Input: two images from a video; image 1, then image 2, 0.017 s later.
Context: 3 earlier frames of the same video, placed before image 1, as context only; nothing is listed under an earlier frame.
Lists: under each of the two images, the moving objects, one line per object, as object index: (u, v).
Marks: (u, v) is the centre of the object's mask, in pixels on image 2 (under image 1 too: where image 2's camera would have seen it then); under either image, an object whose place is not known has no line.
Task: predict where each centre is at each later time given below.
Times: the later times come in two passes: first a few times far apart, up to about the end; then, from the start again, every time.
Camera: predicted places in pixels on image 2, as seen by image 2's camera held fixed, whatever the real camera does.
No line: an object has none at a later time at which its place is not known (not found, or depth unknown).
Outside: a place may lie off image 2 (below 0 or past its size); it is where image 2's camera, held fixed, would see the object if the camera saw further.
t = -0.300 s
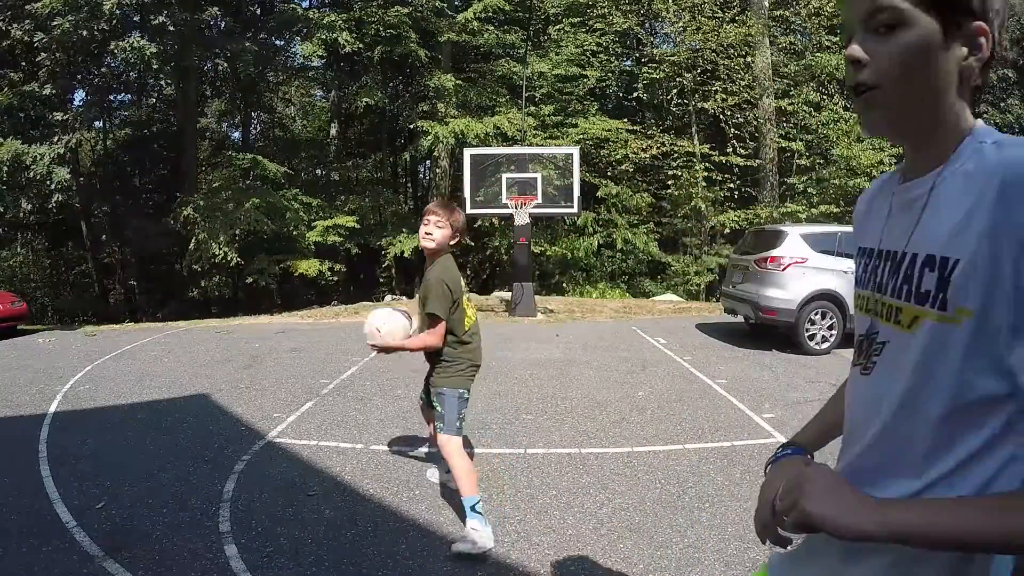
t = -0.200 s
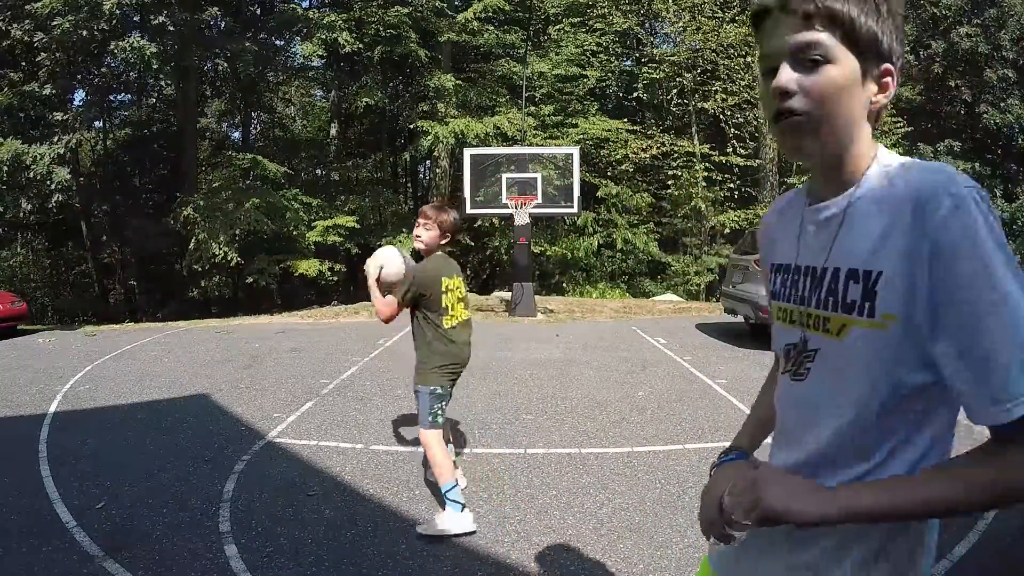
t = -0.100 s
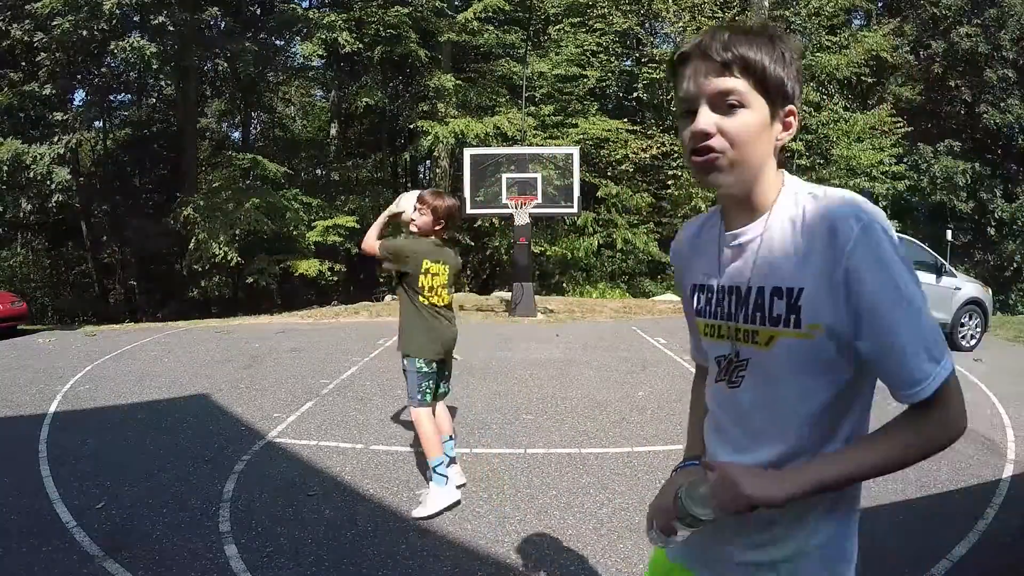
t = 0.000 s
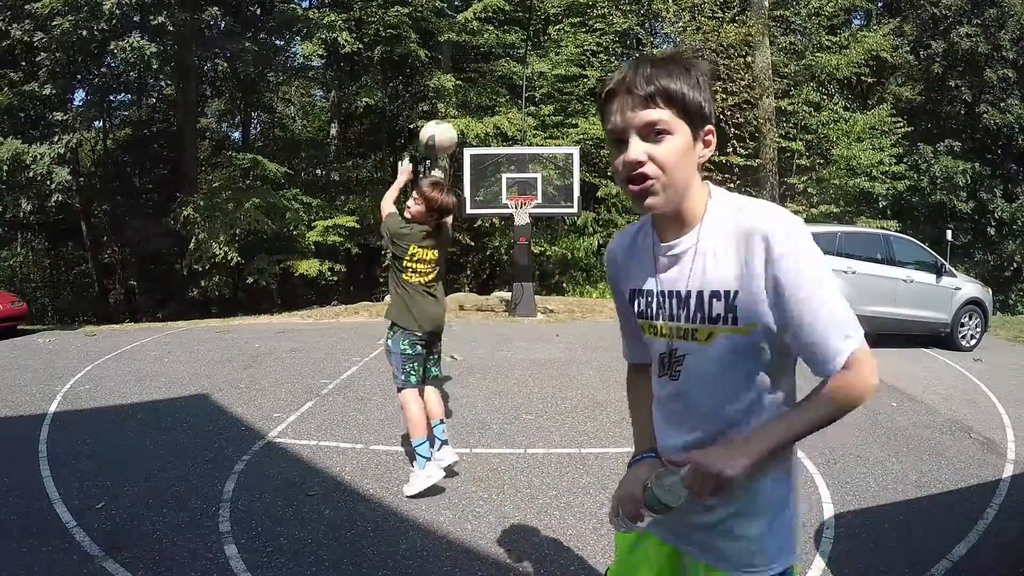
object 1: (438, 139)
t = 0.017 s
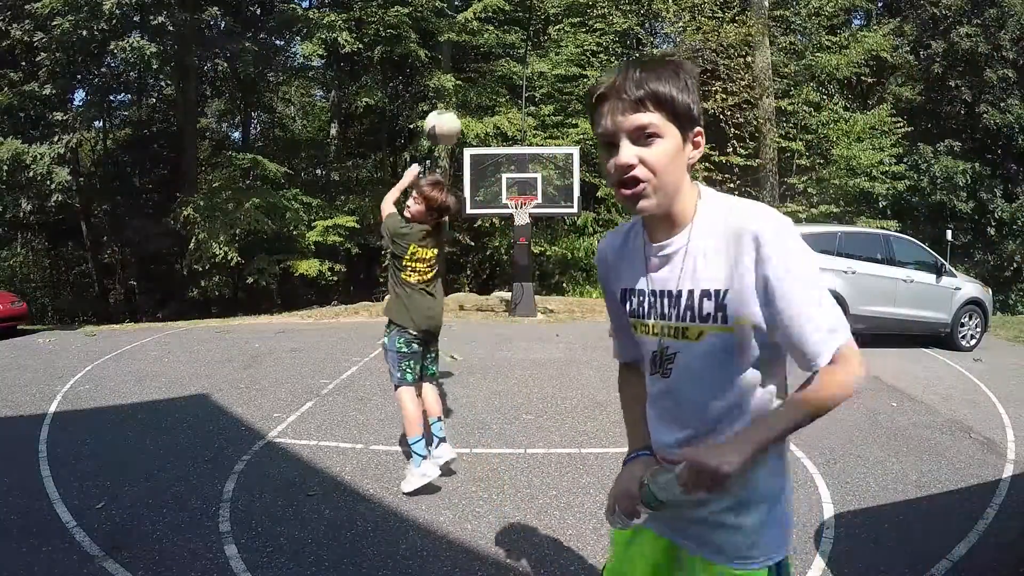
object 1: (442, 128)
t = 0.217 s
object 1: (473, 59)
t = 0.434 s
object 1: (492, 52)
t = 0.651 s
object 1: (504, 82)
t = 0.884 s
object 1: (512, 136)
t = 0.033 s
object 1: (445, 118)
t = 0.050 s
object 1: (448, 108)
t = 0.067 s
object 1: (451, 101)
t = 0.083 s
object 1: (454, 94)
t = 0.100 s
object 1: (457, 87)
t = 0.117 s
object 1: (459, 81)
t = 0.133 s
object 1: (462, 76)
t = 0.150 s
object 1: (464, 71)
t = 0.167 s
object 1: (466, 67)
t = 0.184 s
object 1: (468, 64)
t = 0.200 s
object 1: (471, 62)
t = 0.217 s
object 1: (473, 59)
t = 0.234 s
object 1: (474, 57)
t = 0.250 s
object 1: (476, 55)
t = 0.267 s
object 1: (478, 53)
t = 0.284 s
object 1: (479, 53)
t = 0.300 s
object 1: (481, 52)
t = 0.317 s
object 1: (482, 51)
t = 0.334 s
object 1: (484, 50)
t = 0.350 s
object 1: (485, 50)
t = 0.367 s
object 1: (486, 50)
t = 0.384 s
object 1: (488, 50)
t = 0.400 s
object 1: (489, 51)
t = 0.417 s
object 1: (491, 51)
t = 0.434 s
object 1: (492, 52)
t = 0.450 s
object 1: (493, 54)
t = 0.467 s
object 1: (494, 55)
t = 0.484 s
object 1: (495, 57)
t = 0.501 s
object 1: (496, 58)
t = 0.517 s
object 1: (497, 60)
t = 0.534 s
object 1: (498, 61)
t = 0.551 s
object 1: (499, 62)
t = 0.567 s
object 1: (500, 66)
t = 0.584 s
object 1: (501, 69)
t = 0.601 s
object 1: (502, 72)
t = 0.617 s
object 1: (502, 75)
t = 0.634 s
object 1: (503, 79)
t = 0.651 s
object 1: (504, 82)
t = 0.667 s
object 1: (504, 85)
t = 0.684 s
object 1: (505, 88)
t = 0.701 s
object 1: (506, 91)
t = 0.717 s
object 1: (507, 96)
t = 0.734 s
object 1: (508, 98)
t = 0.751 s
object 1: (508, 103)
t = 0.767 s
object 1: (508, 106)
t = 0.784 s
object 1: (509, 110)
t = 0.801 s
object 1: (511, 115)
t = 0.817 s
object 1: (510, 118)
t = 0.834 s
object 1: (511, 123)
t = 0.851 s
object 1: (512, 127)
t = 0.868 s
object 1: (511, 131)
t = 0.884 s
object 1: (512, 136)
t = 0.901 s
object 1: (513, 142)
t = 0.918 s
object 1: (513, 146)
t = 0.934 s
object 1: (514, 150)
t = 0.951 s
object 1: (515, 157)
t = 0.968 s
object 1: (516, 161)
